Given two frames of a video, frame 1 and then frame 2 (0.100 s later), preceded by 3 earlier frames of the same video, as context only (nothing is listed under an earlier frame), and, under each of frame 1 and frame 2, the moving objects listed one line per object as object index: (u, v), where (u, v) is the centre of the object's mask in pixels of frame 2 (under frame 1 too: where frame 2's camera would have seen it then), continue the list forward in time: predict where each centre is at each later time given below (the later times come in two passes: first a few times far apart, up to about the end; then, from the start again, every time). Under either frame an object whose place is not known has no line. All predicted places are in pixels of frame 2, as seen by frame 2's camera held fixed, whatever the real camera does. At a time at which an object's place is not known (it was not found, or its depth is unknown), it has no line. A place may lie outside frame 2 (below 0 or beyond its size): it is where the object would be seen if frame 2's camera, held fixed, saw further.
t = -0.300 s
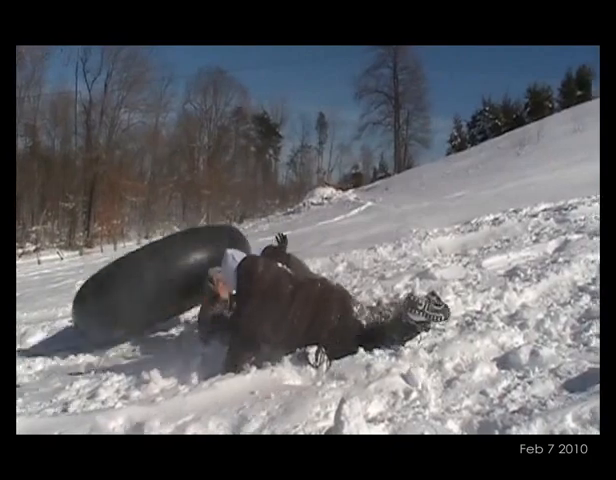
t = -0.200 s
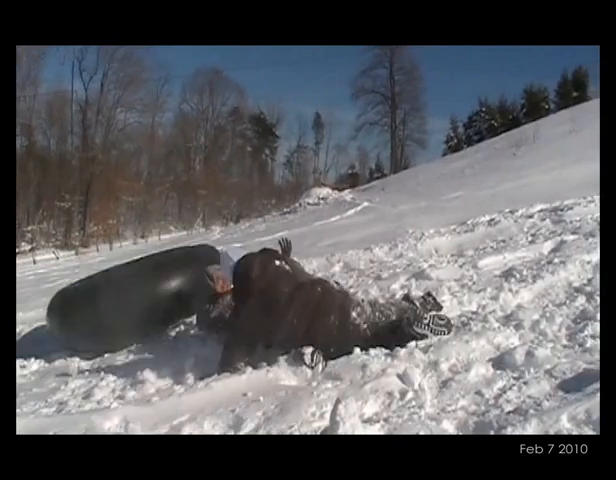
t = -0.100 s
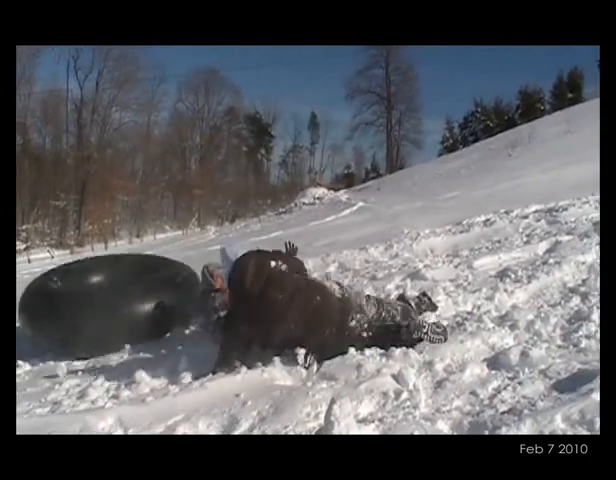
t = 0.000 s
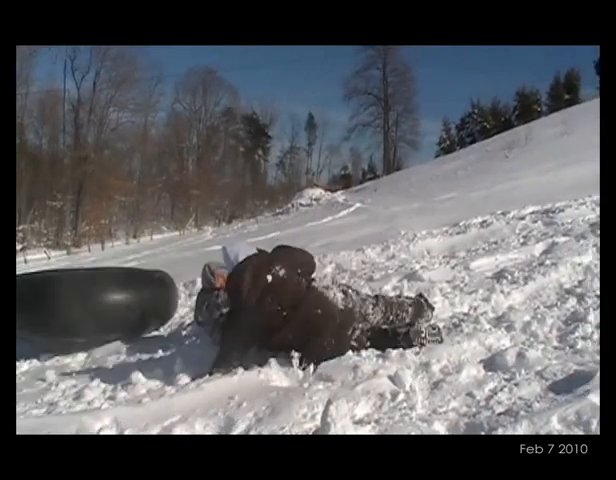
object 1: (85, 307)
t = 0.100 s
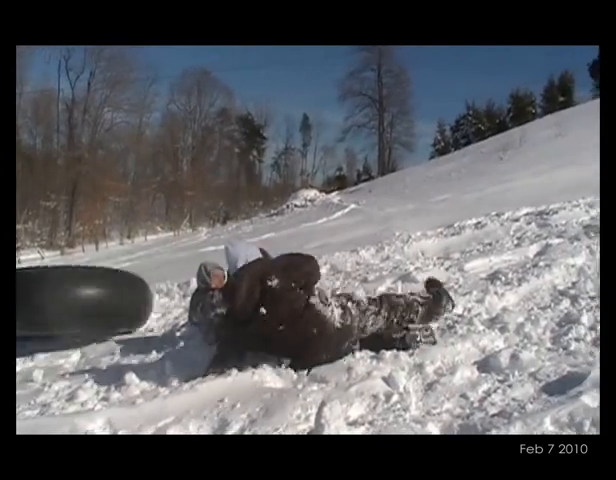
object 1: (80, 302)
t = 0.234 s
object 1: (72, 302)
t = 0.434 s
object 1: (59, 312)
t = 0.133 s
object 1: (77, 302)
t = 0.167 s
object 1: (75, 300)
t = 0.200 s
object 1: (73, 301)
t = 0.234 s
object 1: (72, 302)
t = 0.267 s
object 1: (69, 307)
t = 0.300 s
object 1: (67, 307)
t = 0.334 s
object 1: (65, 308)
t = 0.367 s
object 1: (63, 309)
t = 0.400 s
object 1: (61, 310)
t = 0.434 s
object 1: (59, 312)
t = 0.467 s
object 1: (57, 313)
